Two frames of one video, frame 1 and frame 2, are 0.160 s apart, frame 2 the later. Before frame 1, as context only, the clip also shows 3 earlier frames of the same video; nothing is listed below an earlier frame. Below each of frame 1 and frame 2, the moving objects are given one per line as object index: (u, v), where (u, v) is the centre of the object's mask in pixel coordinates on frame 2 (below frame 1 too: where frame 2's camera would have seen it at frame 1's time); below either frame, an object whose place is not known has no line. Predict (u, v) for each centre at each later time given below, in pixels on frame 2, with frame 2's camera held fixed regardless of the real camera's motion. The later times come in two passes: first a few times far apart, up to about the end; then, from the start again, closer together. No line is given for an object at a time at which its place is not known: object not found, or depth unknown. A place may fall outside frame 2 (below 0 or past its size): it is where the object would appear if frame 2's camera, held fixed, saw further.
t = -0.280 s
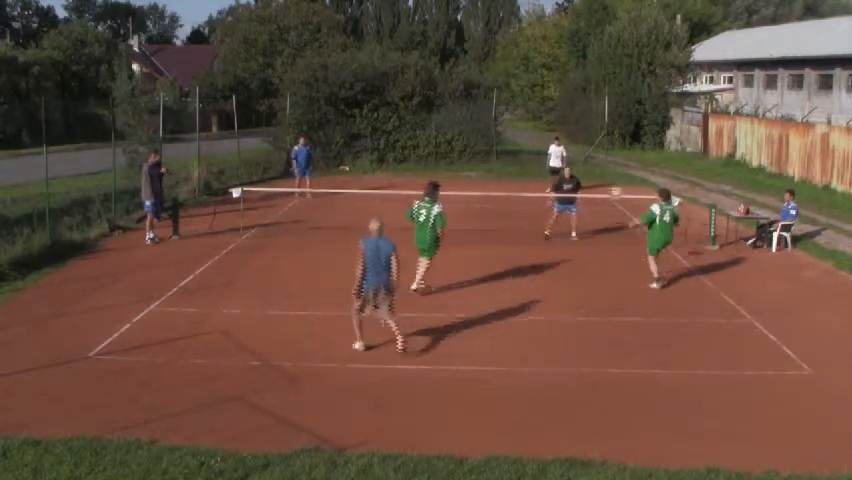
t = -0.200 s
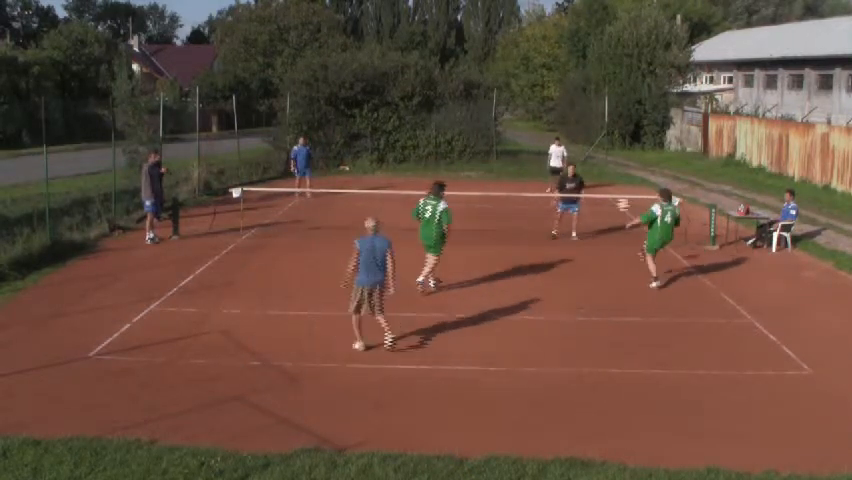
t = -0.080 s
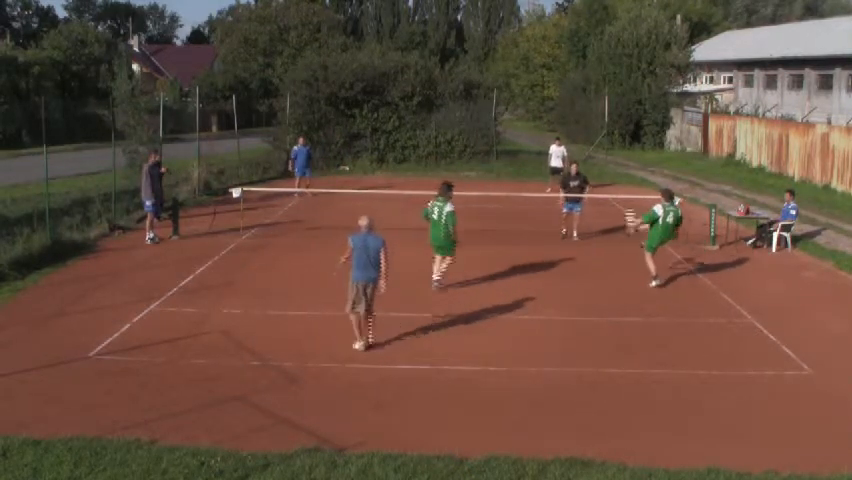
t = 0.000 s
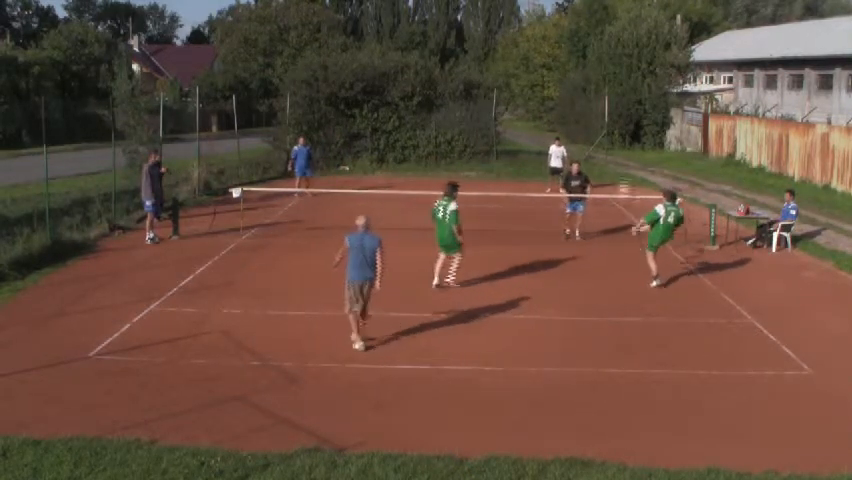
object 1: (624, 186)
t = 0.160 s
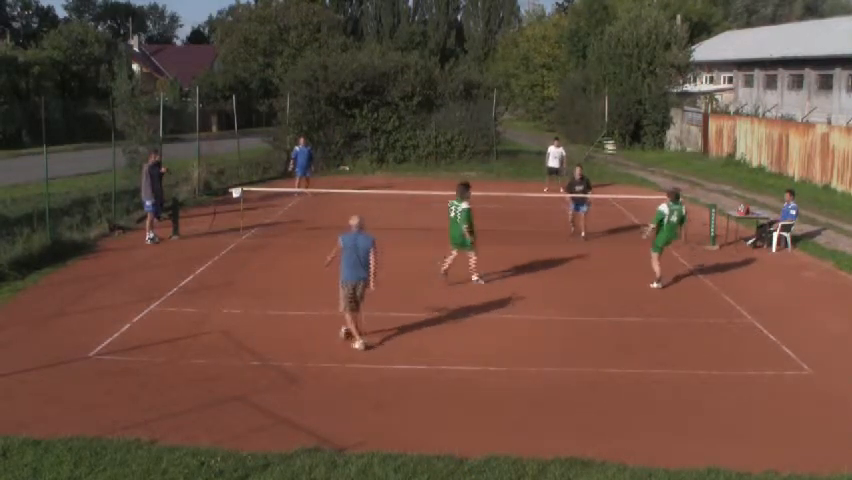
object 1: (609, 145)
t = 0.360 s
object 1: (592, 113)
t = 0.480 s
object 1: (581, 103)
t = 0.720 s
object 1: (559, 108)
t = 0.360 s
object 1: (592, 113)
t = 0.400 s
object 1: (588, 109)
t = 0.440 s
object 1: (585, 106)
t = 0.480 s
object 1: (581, 103)
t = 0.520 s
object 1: (577, 101)
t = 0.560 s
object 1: (574, 101)
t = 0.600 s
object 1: (570, 101)
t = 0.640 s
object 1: (566, 103)
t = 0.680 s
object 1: (563, 104)
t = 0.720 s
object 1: (559, 108)
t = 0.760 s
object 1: (556, 112)
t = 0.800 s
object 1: (552, 116)
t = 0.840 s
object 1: (549, 121)
